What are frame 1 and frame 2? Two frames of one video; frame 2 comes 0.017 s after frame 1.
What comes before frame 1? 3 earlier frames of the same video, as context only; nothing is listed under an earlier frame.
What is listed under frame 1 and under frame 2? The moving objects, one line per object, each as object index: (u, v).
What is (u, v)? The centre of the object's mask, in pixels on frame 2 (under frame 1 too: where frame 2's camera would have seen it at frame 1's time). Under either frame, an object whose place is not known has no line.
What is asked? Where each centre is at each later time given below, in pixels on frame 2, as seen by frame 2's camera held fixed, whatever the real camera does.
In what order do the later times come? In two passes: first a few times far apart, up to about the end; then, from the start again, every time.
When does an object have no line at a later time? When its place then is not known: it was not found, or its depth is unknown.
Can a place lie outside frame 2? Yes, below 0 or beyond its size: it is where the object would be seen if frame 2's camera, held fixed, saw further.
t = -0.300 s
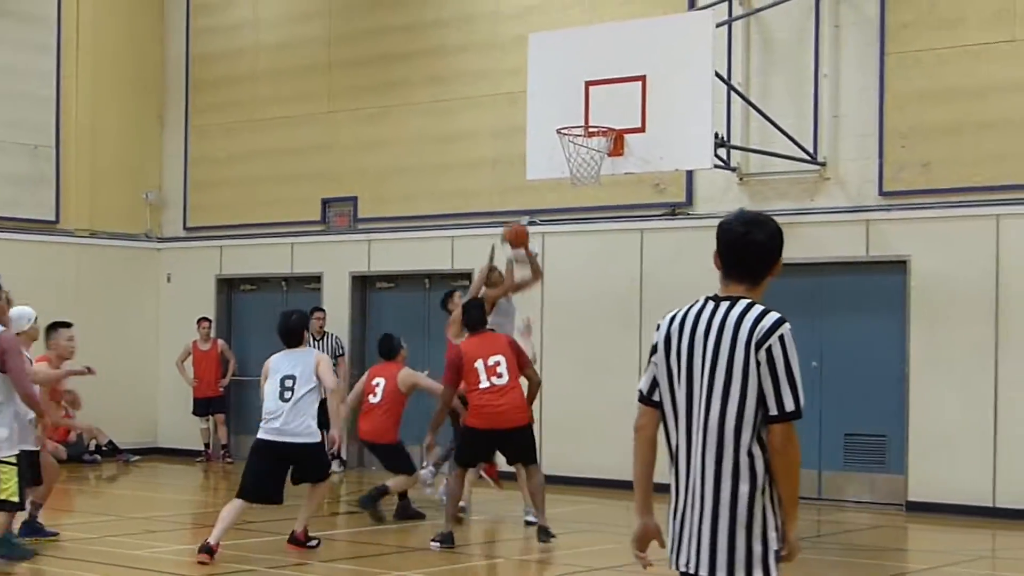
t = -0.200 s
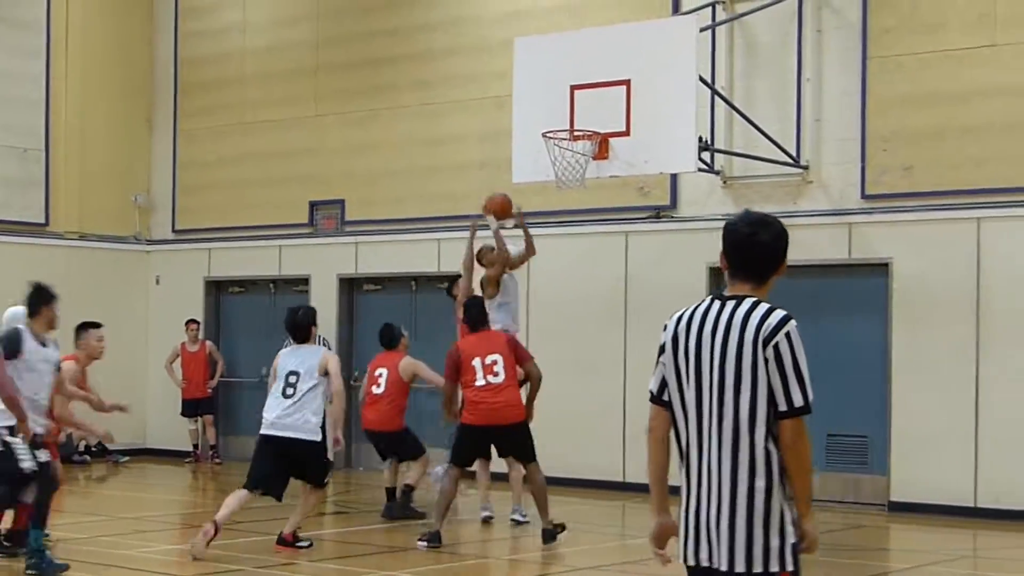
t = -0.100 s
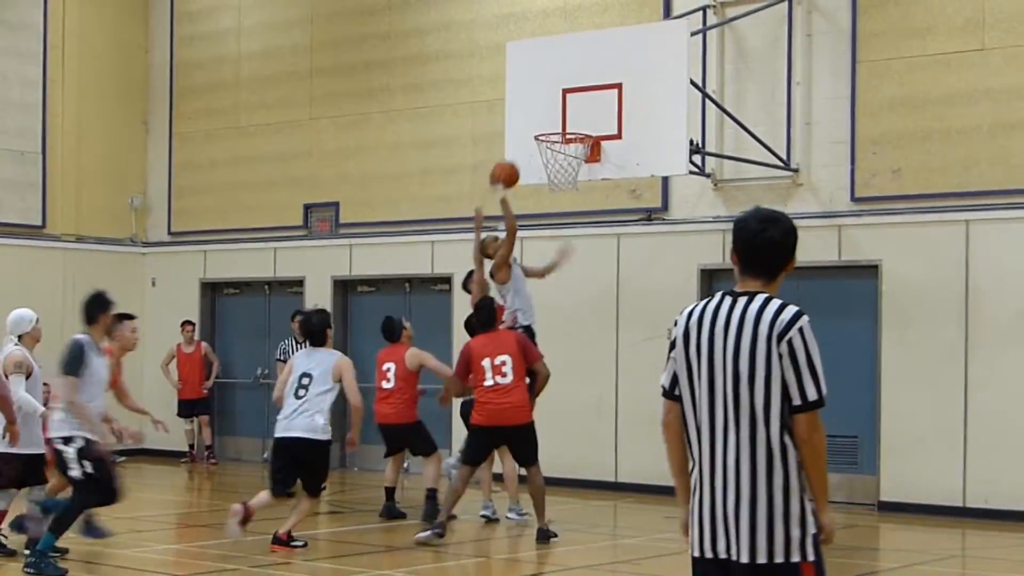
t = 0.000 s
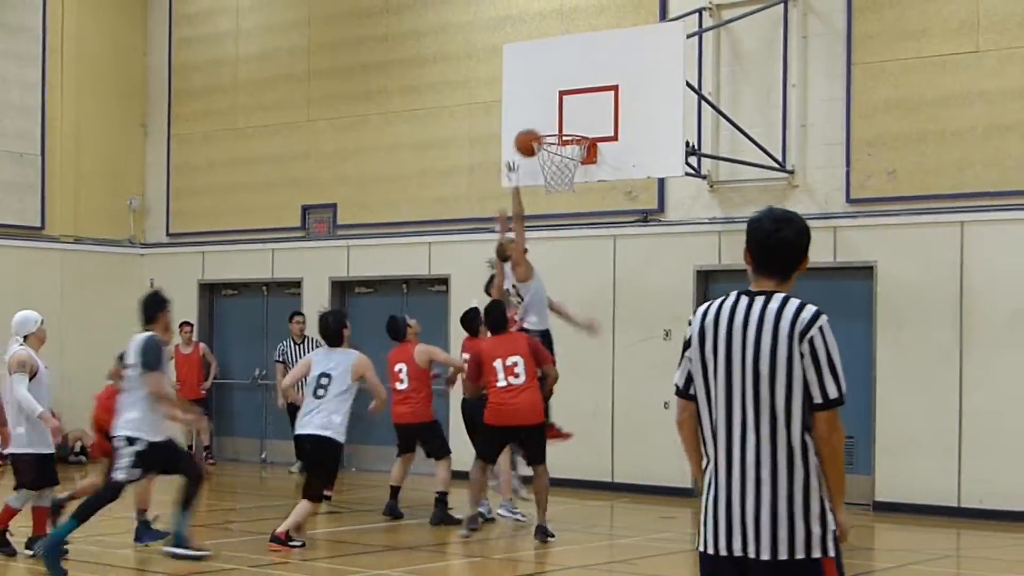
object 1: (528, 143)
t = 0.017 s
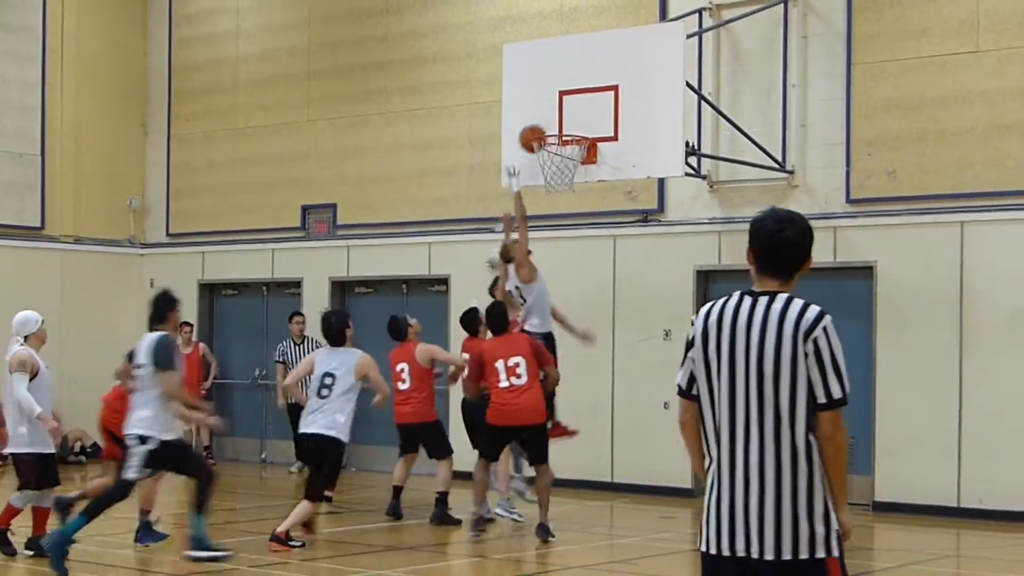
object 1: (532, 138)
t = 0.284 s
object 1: (567, 120)
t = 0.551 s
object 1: (540, 168)
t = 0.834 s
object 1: (553, 200)
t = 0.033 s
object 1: (537, 133)
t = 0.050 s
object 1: (542, 130)
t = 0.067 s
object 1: (547, 124)
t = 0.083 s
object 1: (552, 123)
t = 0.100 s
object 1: (557, 121)
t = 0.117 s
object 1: (562, 119)
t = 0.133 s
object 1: (564, 118)
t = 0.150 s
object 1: (564, 117)
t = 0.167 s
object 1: (564, 116)
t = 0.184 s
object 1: (565, 116)
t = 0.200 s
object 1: (565, 116)
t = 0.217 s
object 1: (565, 116)
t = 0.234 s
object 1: (566, 117)
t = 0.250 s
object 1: (566, 118)
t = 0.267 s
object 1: (567, 119)
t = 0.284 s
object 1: (567, 120)
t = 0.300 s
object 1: (567, 122)
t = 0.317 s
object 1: (568, 123)
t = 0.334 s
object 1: (569, 125)
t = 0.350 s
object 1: (568, 130)
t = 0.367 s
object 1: (569, 134)
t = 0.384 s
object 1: (567, 136)
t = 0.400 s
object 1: (564, 139)
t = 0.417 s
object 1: (560, 142)
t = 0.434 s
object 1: (558, 146)
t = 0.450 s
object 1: (554, 148)
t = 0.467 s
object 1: (551, 152)
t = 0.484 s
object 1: (548, 156)
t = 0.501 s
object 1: (545, 160)
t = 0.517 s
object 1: (543, 163)
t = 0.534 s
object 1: (541, 166)
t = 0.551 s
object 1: (540, 168)
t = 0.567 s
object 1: (539, 169)
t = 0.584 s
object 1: (539, 170)
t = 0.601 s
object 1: (538, 171)
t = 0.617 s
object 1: (538, 172)
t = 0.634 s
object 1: (539, 172)
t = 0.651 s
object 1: (540, 173)
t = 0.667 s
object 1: (540, 174)
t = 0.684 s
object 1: (541, 176)
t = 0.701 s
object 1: (543, 177)
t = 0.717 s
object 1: (544, 179)
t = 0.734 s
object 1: (545, 181)
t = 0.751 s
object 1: (546, 183)
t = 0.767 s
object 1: (548, 186)
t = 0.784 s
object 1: (549, 191)
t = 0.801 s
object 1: (550, 193)
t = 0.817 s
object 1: (551, 198)
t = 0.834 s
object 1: (553, 200)
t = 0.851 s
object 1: (555, 203)
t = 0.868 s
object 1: (556, 206)
